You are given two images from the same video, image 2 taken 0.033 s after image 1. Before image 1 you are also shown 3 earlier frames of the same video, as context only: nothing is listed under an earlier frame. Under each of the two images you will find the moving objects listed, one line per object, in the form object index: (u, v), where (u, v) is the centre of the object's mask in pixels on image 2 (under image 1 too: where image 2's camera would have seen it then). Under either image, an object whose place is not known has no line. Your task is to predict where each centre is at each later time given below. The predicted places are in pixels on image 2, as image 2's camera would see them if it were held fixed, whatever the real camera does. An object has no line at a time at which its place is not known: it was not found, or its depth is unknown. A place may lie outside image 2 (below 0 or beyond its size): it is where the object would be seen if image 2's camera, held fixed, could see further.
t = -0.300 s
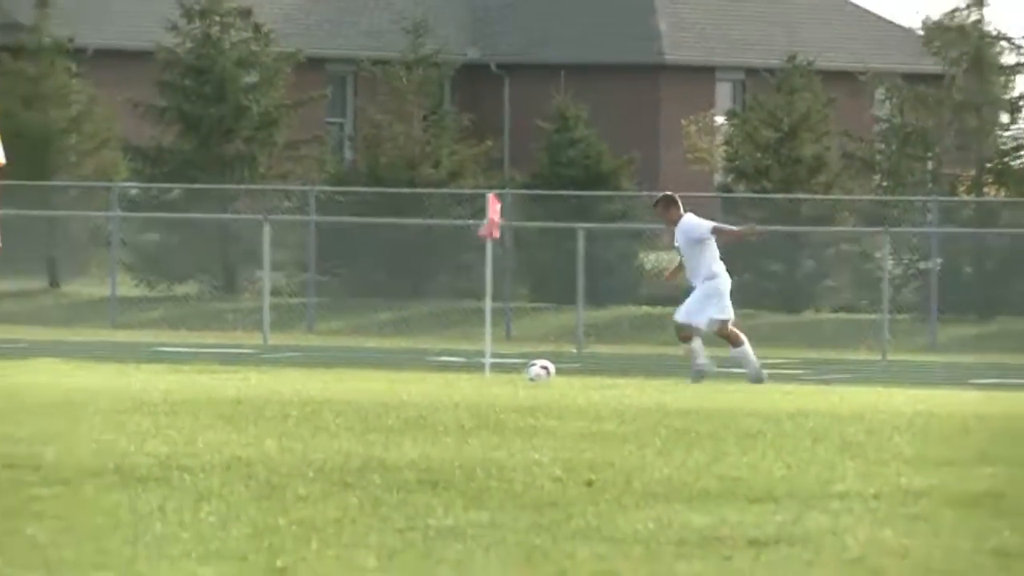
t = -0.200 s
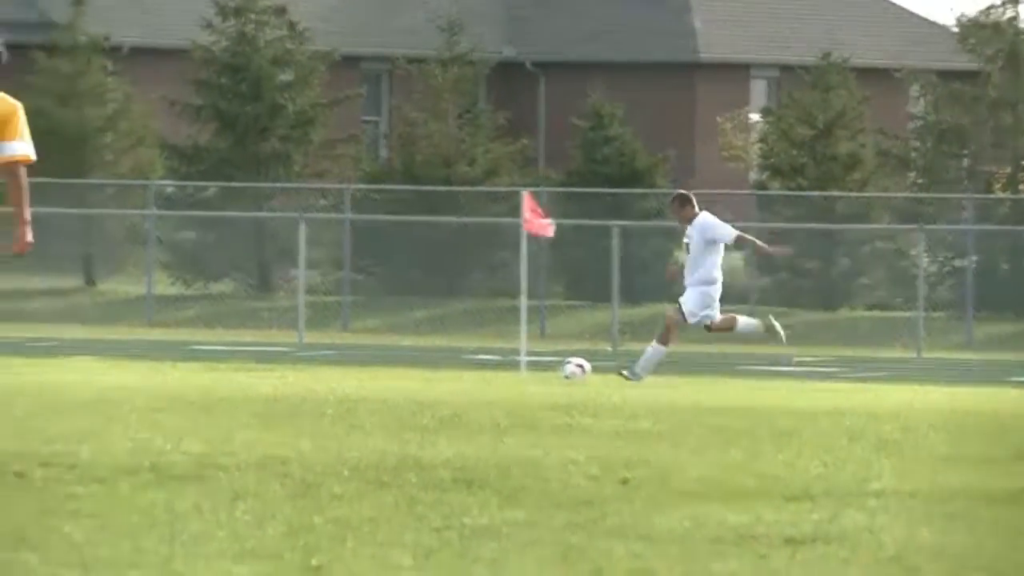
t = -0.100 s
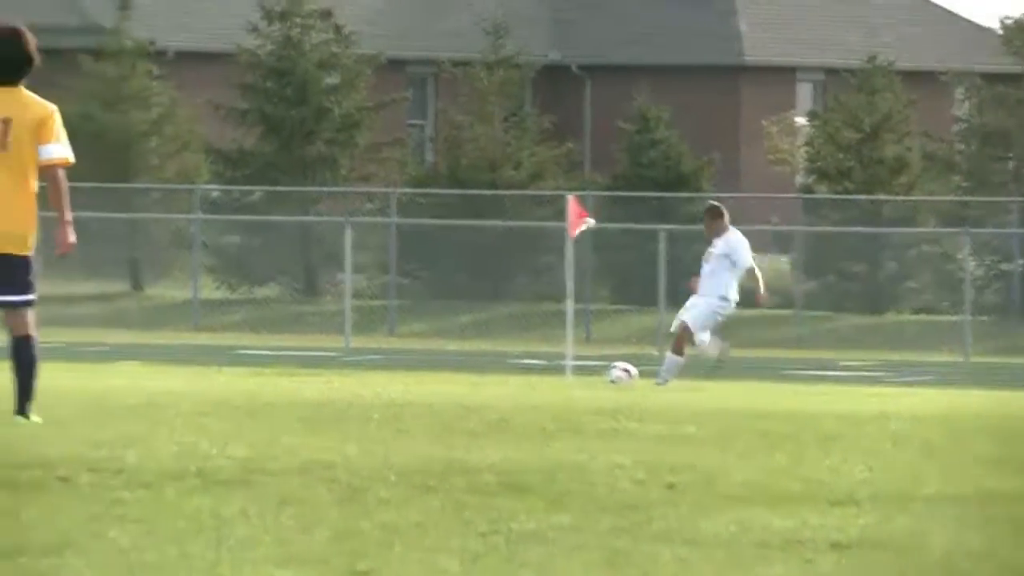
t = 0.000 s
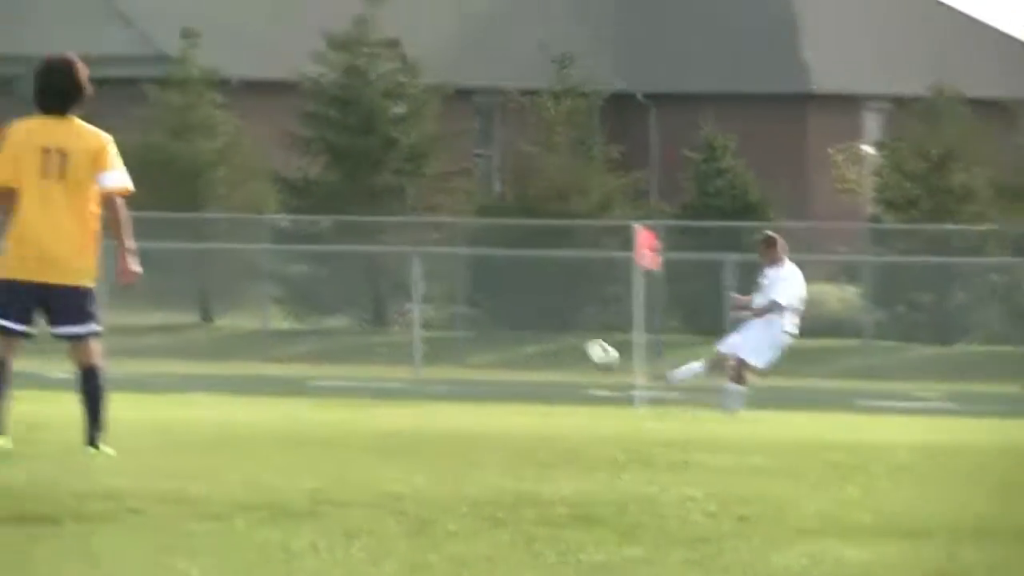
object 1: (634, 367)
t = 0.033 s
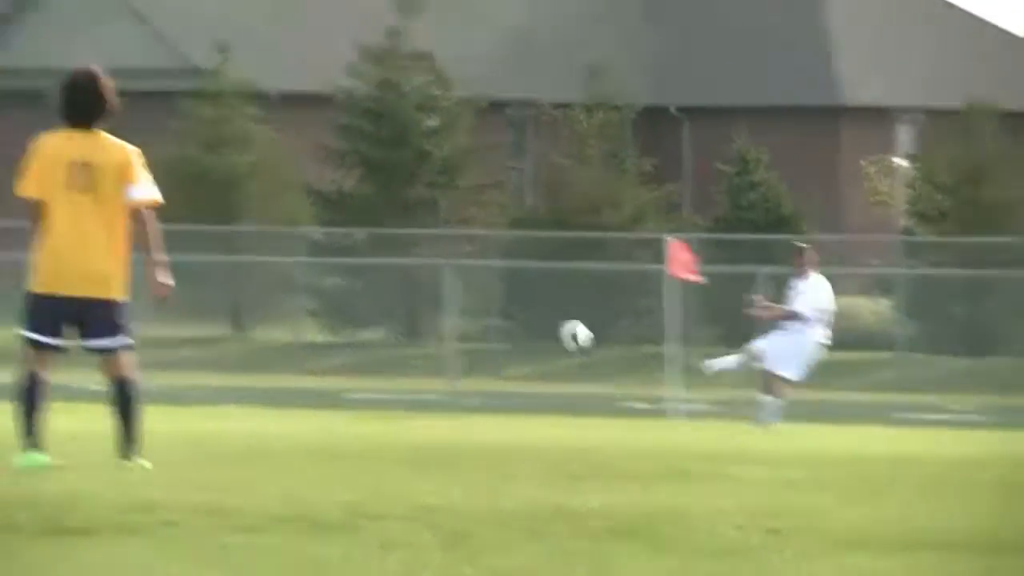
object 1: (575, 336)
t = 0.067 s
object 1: (523, 305)
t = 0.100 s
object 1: (467, 276)
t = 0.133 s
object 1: (411, 248)
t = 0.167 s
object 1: (357, 223)
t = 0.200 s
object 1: (300, 197)
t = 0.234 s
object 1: (242, 171)
